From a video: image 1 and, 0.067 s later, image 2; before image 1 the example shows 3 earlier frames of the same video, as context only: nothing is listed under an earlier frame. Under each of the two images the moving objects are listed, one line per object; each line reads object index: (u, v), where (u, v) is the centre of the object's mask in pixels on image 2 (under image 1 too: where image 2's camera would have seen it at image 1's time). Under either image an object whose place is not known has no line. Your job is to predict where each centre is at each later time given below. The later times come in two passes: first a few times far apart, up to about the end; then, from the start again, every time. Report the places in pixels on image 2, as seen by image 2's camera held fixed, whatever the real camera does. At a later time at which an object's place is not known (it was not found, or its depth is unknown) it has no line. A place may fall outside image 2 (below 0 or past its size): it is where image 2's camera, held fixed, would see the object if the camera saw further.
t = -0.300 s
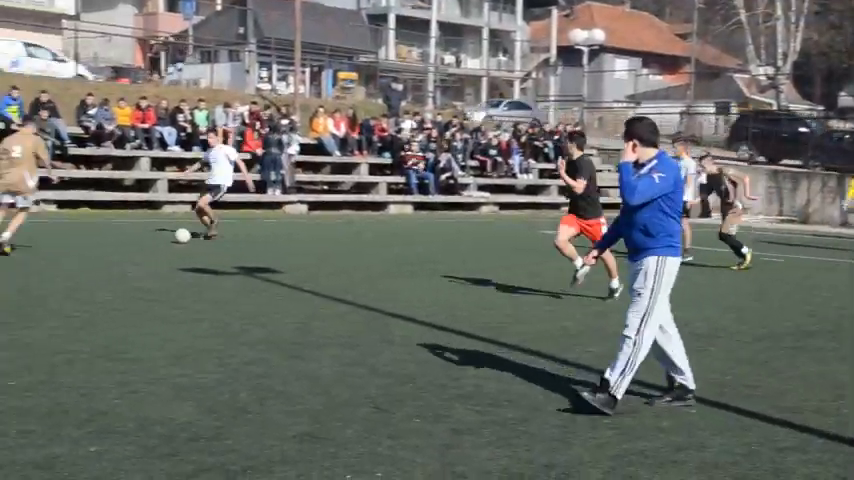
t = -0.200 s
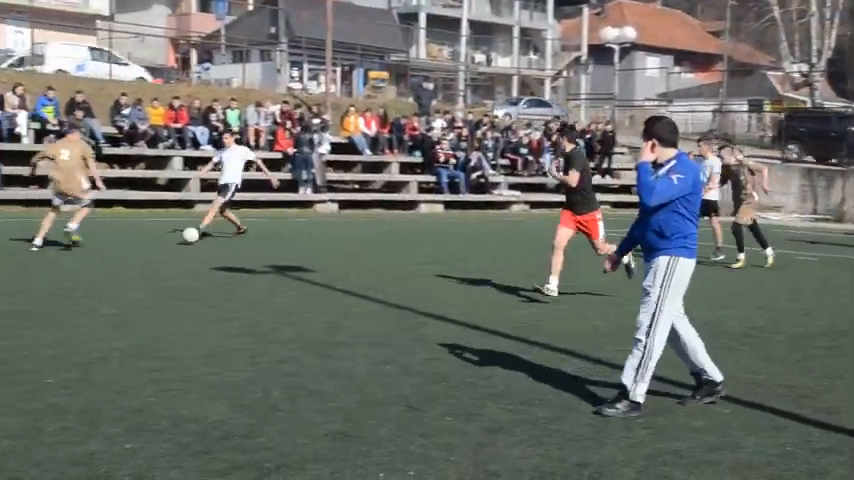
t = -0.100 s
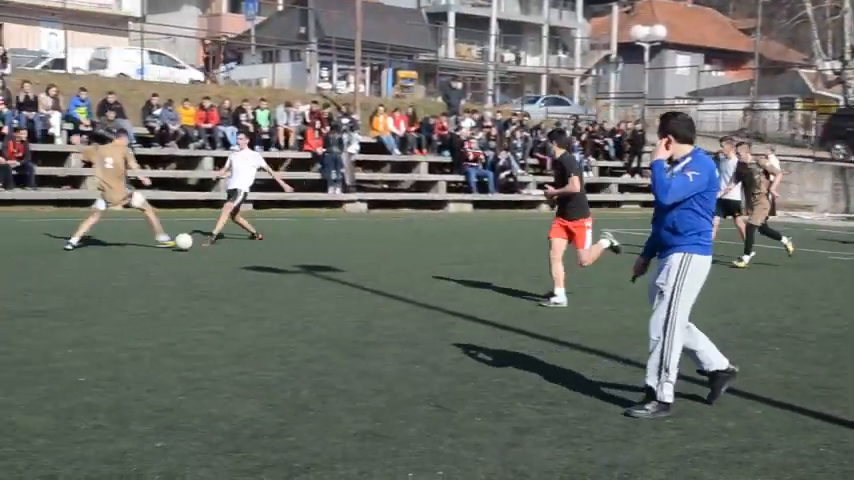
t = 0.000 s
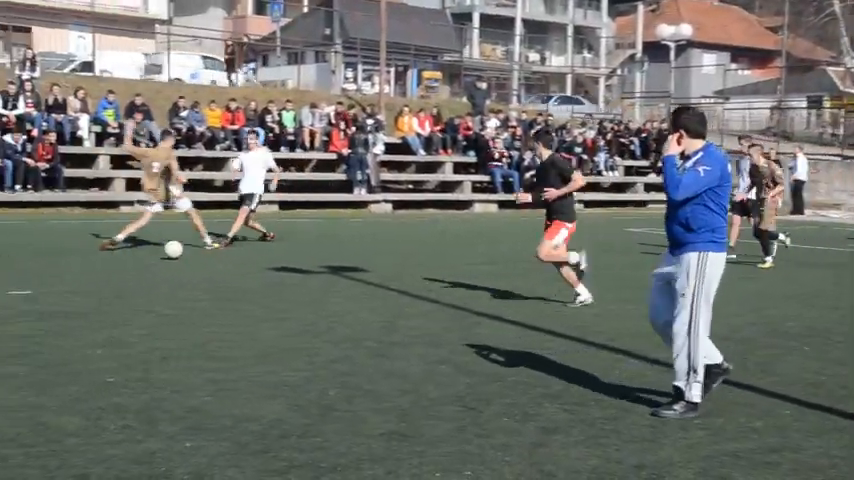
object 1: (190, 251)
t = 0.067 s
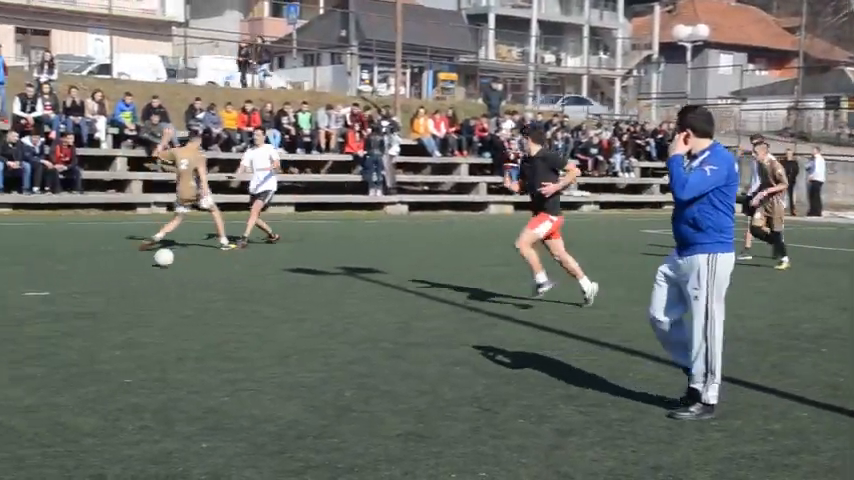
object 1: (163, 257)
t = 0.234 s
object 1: (100, 268)
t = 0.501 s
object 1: (-22, 291)
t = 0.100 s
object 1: (152, 257)
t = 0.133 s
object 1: (139, 259)
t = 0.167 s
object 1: (126, 262)
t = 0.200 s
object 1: (113, 265)
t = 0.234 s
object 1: (100, 268)
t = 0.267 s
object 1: (86, 269)
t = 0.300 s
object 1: (72, 271)
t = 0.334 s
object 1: (57, 274)
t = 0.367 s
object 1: (43, 279)
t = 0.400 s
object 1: (28, 281)
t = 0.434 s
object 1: (12, 284)
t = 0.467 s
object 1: (-5, 288)
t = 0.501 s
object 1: (-22, 291)
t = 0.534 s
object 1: (-40, 294)
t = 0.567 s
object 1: (-58, 298)
